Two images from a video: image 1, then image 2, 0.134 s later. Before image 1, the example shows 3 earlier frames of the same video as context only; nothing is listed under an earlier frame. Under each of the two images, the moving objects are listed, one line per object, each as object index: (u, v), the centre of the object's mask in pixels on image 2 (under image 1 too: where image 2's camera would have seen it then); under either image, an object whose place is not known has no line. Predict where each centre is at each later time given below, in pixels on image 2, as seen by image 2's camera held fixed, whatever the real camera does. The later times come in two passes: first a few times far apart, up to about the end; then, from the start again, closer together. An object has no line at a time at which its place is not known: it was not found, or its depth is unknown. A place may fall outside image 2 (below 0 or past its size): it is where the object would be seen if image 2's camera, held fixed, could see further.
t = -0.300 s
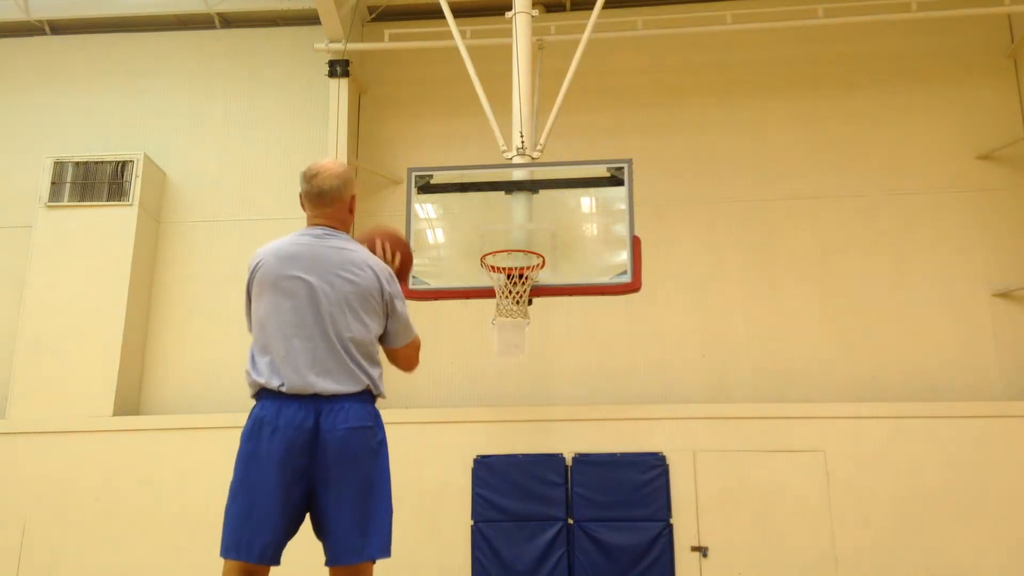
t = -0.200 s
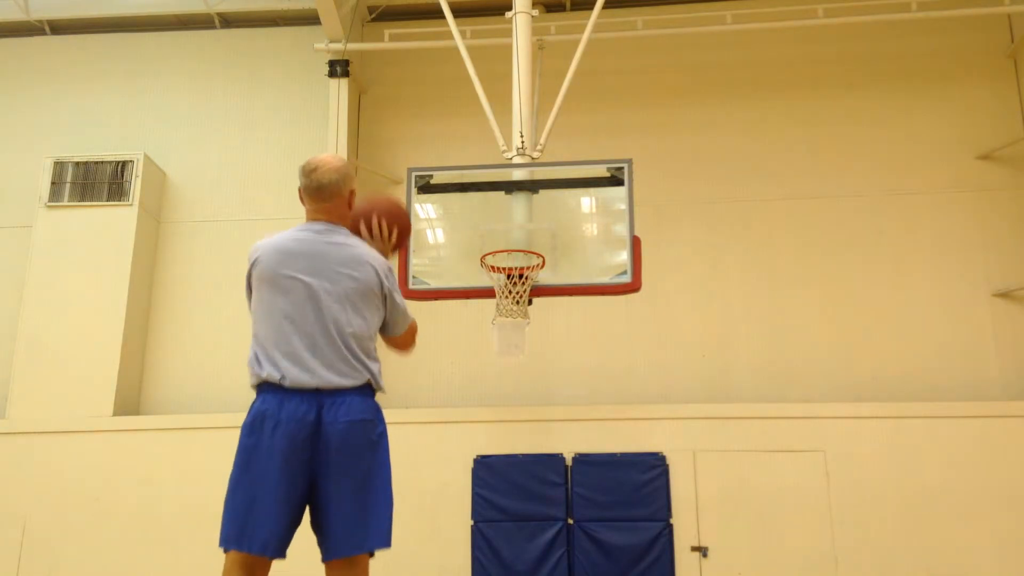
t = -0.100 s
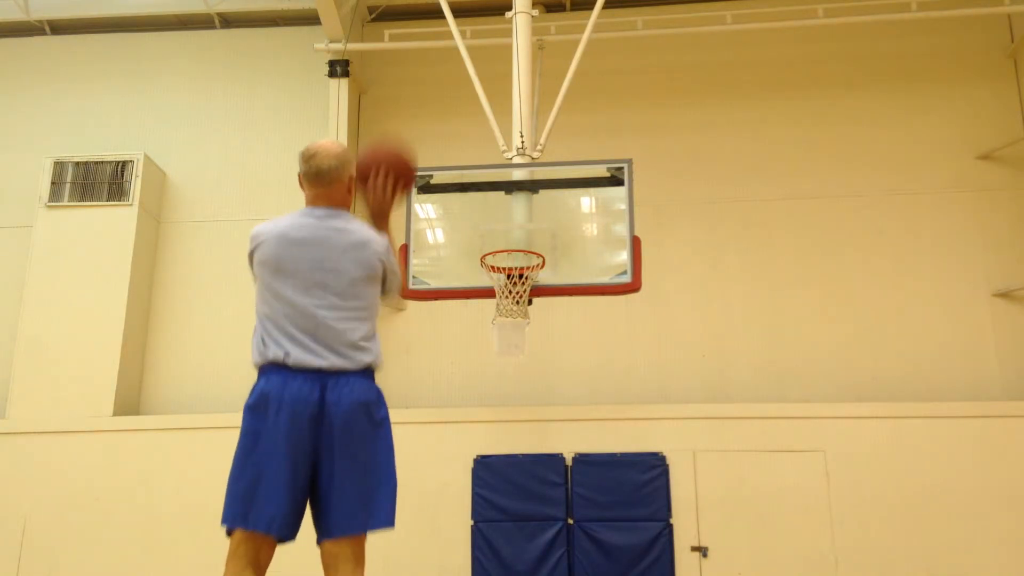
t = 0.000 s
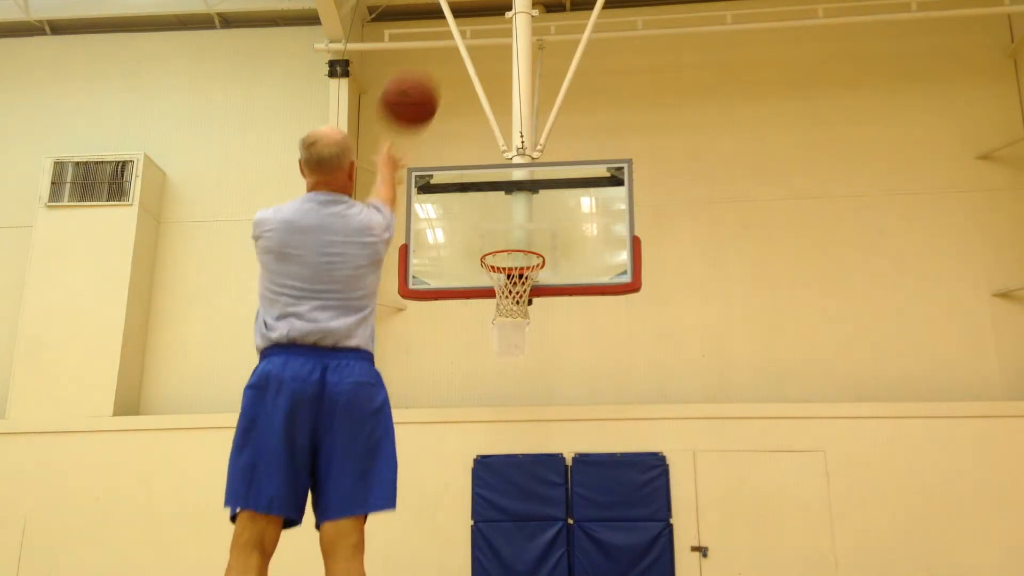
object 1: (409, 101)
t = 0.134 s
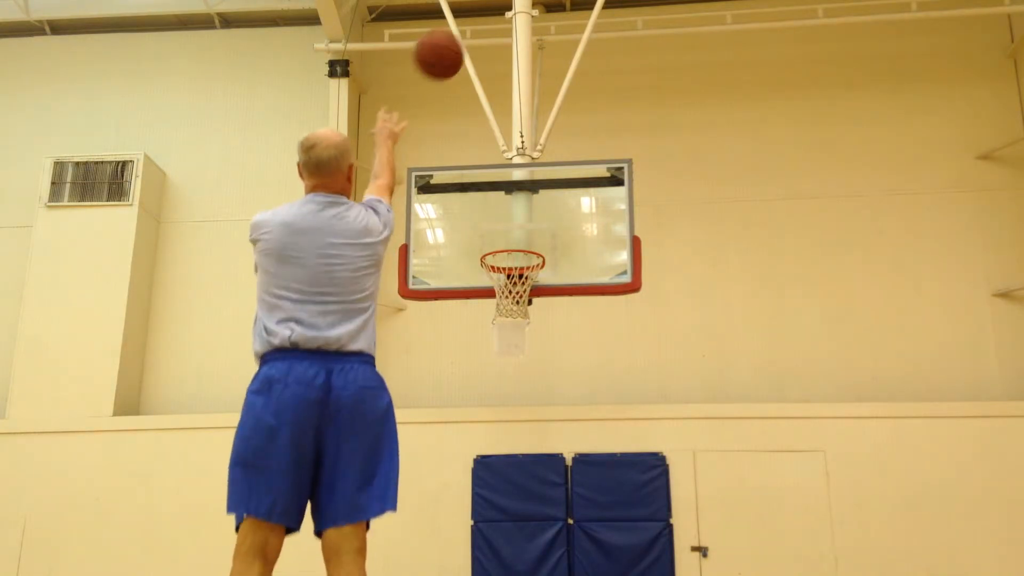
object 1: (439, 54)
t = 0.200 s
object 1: (450, 46)
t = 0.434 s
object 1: (483, 73)
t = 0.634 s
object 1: (502, 144)
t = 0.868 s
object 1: (514, 257)
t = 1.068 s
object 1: (530, 226)
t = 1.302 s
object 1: (560, 240)
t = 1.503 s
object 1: (574, 302)
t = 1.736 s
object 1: (593, 457)
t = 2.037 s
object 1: (612, 564)
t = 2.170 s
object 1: (610, 480)
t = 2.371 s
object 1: (609, 388)
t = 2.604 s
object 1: (610, 354)
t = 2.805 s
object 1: (612, 390)
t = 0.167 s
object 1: (445, 49)
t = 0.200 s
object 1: (450, 46)
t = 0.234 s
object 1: (456, 46)
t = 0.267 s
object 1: (461, 47)
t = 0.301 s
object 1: (466, 49)
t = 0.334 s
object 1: (470, 53)
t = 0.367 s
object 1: (475, 59)
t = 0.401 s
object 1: (479, 65)
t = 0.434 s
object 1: (483, 73)
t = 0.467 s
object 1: (486, 82)
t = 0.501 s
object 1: (490, 92)
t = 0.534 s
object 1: (493, 104)
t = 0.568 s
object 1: (496, 116)
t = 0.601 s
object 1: (499, 129)
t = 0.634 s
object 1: (502, 144)
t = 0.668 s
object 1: (505, 159)
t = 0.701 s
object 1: (508, 177)
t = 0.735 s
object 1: (511, 191)
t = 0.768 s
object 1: (513, 209)
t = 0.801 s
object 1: (516, 228)
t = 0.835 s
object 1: (519, 243)
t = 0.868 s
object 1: (514, 257)
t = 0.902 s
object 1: (504, 249)
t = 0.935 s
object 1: (504, 243)
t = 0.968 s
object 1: (511, 236)
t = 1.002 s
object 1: (517, 233)
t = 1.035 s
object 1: (523, 228)
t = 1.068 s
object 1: (530, 226)
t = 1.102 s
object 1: (536, 224)
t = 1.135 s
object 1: (541, 224)
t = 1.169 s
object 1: (547, 225)
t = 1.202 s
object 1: (553, 228)
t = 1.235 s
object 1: (556, 231)
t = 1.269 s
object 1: (558, 234)
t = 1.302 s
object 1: (560, 240)
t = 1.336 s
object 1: (563, 246)
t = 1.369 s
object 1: (564, 254)
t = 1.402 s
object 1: (567, 264)
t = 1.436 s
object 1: (569, 275)
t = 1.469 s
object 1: (572, 288)
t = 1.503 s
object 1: (574, 302)
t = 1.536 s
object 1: (576, 319)
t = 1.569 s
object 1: (579, 335)
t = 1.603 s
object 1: (581, 354)
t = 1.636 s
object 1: (584, 376)
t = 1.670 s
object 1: (586, 399)
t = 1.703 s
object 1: (589, 425)
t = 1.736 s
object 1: (593, 457)
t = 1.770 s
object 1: (597, 490)
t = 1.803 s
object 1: (600, 524)
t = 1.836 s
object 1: (604, 556)
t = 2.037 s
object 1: (612, 564)
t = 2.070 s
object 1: (611, 550)
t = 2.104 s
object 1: (610, 524)
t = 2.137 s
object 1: (610, 500)
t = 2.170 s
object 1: (610, 480)
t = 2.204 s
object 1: (610, 464)
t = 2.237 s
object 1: (609, 443)
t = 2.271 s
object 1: (609, 425)
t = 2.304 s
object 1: (609, 411)
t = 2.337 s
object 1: (609, 398)
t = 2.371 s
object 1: (609, 388)
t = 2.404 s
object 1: (609, 378)
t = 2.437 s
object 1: (609, 370)
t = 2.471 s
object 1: (609, 364)
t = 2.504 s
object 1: (609, 359)
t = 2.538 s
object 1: (609, 356)
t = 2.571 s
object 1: (609, 354)
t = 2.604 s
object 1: (610, 354)
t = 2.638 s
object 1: (610, 356)
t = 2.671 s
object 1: (610, 359)
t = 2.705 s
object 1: (611, 364)
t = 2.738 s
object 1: (611, 370)
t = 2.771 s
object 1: (611, 378)
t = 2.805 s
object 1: (612, 390)
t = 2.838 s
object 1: (612, 401)
